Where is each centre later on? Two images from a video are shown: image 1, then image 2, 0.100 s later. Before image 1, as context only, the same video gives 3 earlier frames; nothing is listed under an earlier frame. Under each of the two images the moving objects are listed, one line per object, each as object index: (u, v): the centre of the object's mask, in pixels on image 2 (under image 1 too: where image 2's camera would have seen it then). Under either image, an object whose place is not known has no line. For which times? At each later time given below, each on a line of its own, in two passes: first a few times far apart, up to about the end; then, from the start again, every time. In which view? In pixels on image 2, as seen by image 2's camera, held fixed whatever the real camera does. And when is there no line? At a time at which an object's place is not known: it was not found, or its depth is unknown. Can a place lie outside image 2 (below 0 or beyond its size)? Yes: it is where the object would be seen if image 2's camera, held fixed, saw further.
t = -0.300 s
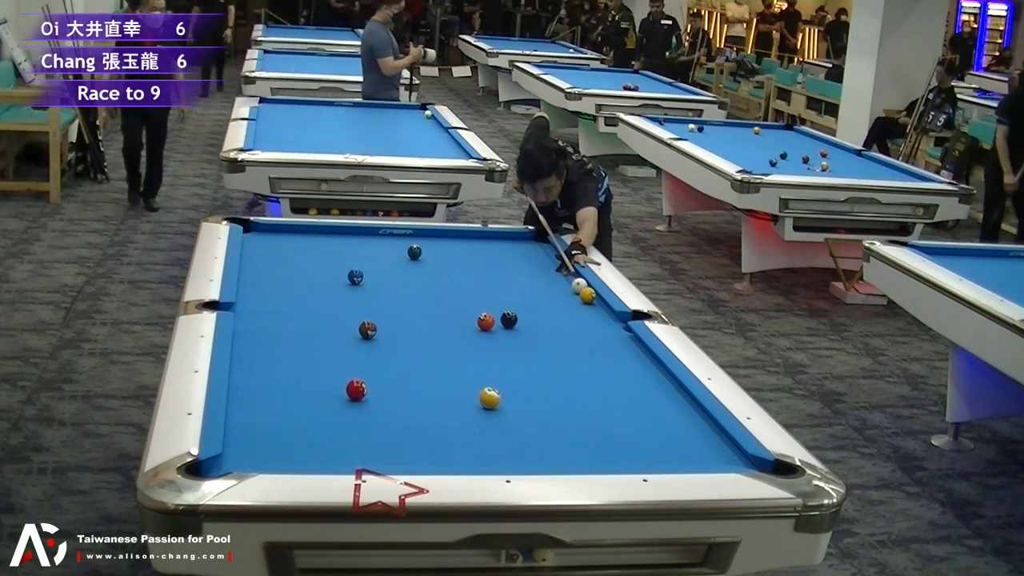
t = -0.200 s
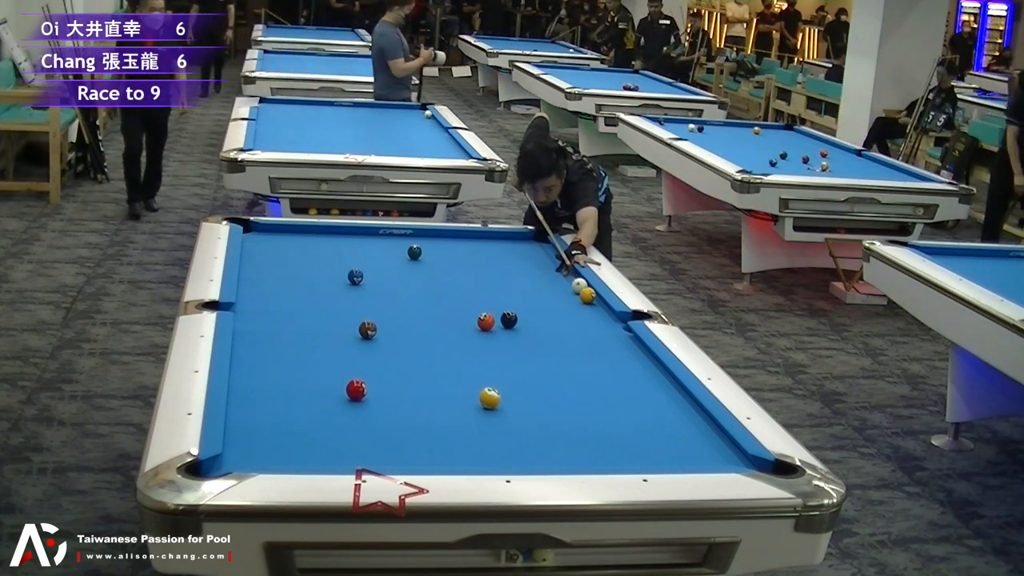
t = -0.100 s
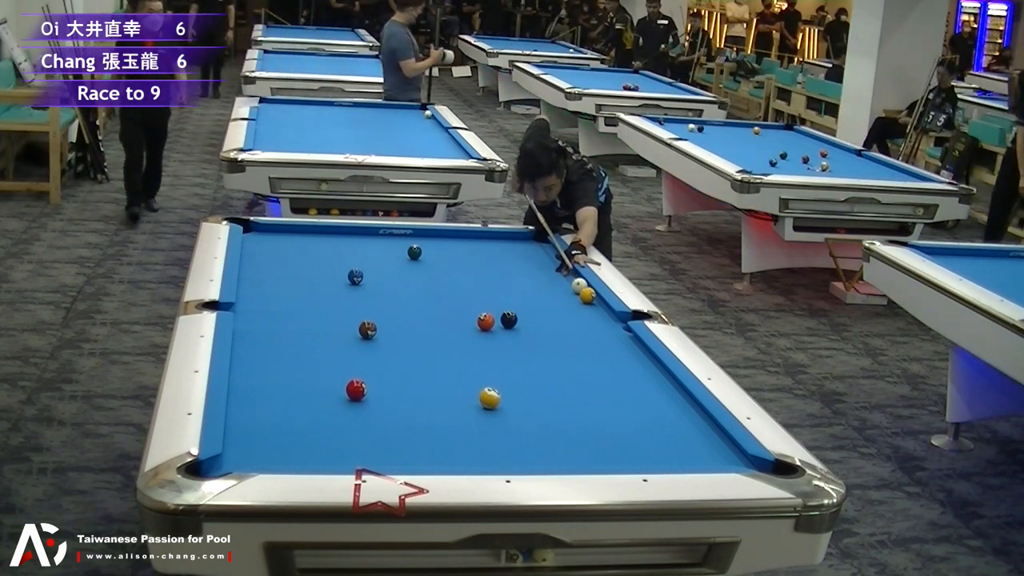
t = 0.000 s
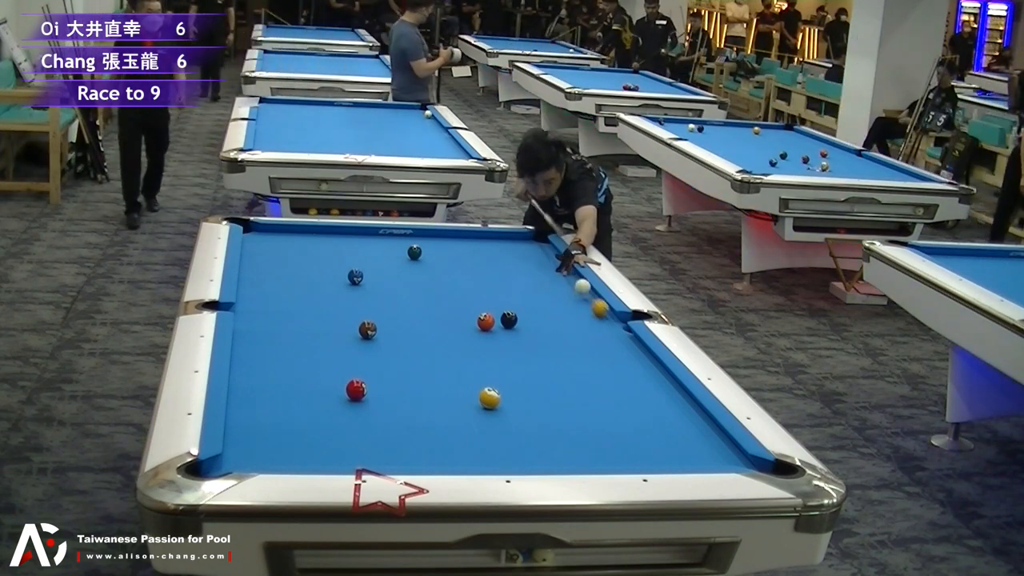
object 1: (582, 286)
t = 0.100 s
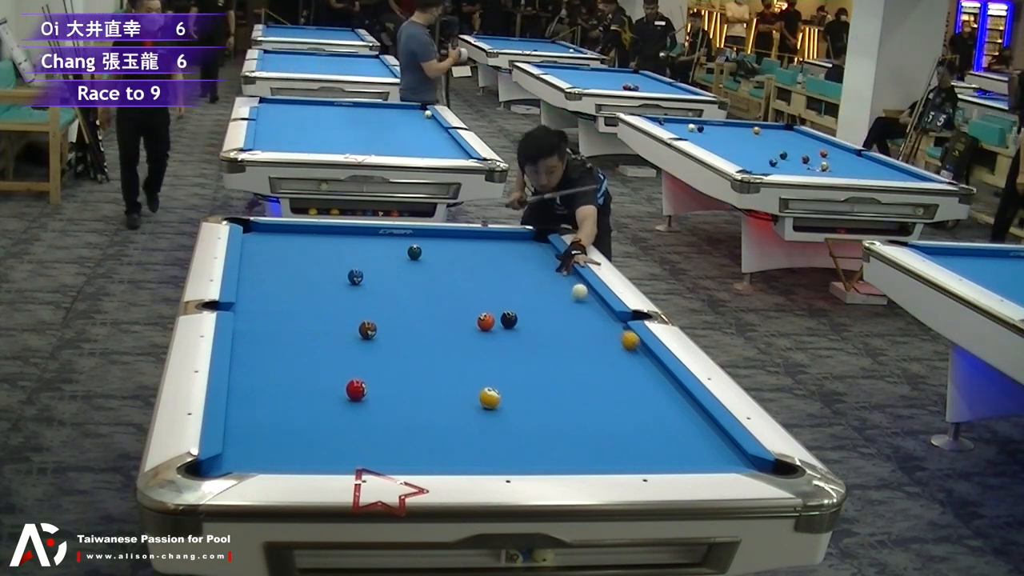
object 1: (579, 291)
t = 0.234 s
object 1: (577, 297)
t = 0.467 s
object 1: (579, 310)
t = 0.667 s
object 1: (586, 329)
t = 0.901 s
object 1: (597, 353)
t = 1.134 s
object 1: (608, 381)
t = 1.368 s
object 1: (621, 411)
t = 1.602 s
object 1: (635, 446)
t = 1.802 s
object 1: (636, 457)
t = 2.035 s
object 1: (614, 441)
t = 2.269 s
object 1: (594, 424)
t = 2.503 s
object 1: (576, 408)
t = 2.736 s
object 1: (560, 394)
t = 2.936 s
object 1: (547, 383)
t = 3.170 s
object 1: (533, 372)
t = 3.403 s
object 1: (521, 361)
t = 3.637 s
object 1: (509, 352)
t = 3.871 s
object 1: (499, 343)
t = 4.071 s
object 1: (492, 336)
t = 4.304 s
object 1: (482, 329)
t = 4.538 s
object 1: (472, 324)
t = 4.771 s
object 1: (462, 320)
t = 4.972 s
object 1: (453, 318)
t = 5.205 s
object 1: (444, 316)
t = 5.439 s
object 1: (437, 314)
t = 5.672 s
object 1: (430, 312)
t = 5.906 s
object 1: (425, 310)
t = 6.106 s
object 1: (421, 309)
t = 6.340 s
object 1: (418, 308)
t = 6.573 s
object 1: (415, 308)
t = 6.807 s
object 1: (414, 308)
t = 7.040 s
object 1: (413, 307)
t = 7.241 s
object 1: (413, 307)
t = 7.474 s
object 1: (413, 307)
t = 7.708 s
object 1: (413, 307)
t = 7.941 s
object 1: (413, 307)
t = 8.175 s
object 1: (413, 307)
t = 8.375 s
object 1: (413, 307)
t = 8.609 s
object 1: (413, 307)
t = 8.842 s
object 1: (413, 307)
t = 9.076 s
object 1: (413, 307)
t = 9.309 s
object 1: (413, 307)
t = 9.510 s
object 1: (413, 307)
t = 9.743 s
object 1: (413, 307)
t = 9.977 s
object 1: (413, 307)
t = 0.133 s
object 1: (579, 293)
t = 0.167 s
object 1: (578, 294)
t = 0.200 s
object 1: (577, 295)
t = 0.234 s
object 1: (577, 297)
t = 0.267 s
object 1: (577, 298)
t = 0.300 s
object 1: (577, 300)
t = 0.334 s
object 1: (577, 301)
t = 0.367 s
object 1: (577, 303)
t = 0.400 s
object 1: (578, 305)
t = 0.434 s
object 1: (578, 308)
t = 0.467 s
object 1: (579, 310)
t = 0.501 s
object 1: (580, 313)
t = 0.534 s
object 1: (581, 316)
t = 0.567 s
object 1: (582, 319)
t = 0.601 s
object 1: (584, 322)
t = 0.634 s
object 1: (585, 325)
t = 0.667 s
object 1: (586, 329)
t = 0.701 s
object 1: (588, 332)
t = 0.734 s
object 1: (589, 335)
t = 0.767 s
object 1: (591, 339)
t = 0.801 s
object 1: (592, 342)
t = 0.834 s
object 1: (593, 346)
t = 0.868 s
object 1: (595, 349)
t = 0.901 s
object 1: (597, 353)
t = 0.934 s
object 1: (598, 357)
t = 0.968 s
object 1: (600, 361)
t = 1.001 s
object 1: (601, 365)
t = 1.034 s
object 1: (603, 369)
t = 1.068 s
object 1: (605, 372)
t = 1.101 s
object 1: (607, 377)
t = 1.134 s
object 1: (608, 381)
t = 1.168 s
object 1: (610, 385)
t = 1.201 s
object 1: (611, 389)
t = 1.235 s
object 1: (614, 393)
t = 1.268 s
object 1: (615, 398)
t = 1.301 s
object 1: (617, 402)
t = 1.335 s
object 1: (619, 407)
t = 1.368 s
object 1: (621, 411)
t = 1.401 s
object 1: (623, 416)
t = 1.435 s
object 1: (625, 421)
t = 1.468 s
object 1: (627, 426)
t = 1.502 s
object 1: (628, 430)
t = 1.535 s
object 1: (631, 435)
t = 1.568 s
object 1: (633, 440)
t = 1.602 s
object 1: (635, 446)
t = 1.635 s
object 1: (637, 451)
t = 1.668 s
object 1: (639, 455)
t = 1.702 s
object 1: (641, 458)
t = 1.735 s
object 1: (643, 461)
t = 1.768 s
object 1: (640, 459)
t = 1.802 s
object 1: (636, 457)
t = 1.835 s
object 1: (633, 455)
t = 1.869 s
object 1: (629, 454)
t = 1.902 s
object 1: (626, 451)
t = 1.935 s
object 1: (623, 449)
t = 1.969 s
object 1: (620, 446)
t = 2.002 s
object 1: (617, 443)
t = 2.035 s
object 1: (614, 441)
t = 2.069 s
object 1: (611, 438)
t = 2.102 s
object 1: (608, 435)
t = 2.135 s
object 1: (605, 433)
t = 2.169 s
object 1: (602, 431)
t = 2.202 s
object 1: (599, 428)
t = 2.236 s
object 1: (597, 426)
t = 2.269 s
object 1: (594, 424)
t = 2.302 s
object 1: (591, 421)
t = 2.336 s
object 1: (589, 419)
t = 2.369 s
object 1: (586, 417)
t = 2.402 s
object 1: (583, 414)
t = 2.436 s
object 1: (581, 412)
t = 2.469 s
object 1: (578, 410)
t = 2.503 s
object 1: (576, 408)
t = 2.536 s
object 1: (573, 406)
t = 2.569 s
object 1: (571, 404)
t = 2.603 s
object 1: (568, 402)
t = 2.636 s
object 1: (566, 400)
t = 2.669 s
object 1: (564, 398)
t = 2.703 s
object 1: (562, 396)
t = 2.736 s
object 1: (560, 394)
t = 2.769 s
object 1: (557, 392)
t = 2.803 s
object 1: (555, 390)
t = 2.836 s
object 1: (553, 388)
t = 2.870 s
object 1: (551, 387)
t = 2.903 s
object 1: (549, 385)
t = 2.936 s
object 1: (547, 383)
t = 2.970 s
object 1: (545, 382)
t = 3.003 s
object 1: (543, 380)
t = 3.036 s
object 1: (541, 378)
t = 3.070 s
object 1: (539, 376)
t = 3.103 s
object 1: (537, 375)
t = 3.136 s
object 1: (535, 373)
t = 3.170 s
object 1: (533, 372)
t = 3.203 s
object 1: (531, 370)
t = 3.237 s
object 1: (529, 369)
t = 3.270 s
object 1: (527, 367)
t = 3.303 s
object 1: (526, 366)
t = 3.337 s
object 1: (524, 364)
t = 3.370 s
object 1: (522, 363)
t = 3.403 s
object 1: (521, 361)
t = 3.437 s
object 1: (519, 360)
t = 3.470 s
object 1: (518, 358)
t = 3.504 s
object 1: (516, 357)
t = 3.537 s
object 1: (514, 356)
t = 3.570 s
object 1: (513, 354)
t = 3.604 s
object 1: (511, 353)
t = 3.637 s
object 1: (509, 352)
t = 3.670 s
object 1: (508, 351)
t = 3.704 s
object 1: (506, 349)
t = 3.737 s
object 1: (505, 348)
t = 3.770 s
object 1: (503, 347)
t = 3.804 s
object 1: (502, 346)
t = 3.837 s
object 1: (501, 344)
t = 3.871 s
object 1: (499, 343)
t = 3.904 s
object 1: (498, 342)
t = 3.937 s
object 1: (497, 340)
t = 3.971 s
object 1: (495, 339)
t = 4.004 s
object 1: (494, 338)
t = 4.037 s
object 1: (493, 337)
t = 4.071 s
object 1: (492, 336)
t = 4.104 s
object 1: (490, 335)
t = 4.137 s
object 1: (489, 334)
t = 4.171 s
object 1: (487, 333)
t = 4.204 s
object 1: (486, 332)
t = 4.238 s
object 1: (485, 331)
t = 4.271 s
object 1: (484, 330)
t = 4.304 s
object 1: (482, 329)
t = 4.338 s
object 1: (481, 328)
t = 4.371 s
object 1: (480, 326)
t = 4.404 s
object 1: (479, 326)
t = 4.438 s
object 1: (477, 325)
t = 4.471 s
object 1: (475, 325)
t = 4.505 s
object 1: (474, 324)
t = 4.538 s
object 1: (472, 324)
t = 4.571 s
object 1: (470, 323)
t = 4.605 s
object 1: (469, 323)
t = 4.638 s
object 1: (467, 322)
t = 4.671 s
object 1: (466, 322)
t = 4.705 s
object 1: (464, 322)
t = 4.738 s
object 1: (463, 321)
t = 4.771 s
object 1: (462, 320)
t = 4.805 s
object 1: (460, 320)
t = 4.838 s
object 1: (459, 320)
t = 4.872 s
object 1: (457, 319)
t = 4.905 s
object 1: (456, 319)
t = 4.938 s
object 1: (454, 319)
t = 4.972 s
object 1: (453, 318)
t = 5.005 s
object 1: (452, 318)
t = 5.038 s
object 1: (450, 318)
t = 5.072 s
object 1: (449, 317)
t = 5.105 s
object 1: (448, 317)
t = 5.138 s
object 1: (446, 317)
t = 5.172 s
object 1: (445, 316)
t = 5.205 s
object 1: (444, 316)
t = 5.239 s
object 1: (443, 316)
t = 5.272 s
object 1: (442, 315)
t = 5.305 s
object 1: (441, 315)
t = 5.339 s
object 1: (440, 315)
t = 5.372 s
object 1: (439, 314)
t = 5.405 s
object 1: (438, 314)
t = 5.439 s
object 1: (437, 314)
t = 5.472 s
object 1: (436, 314)
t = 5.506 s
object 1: (434, 313)
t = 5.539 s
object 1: (434, 313)
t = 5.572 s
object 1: (433, 313)
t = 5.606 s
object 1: (432, 313)
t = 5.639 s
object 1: (431, 312)
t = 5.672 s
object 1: (430, 312)
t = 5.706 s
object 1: (429, 312)
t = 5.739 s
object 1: (429, 311)
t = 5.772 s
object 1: (428, 311)
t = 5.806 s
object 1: (427, 311)
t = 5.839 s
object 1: (426, 311)
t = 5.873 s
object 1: (426, 311)
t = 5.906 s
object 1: (425, 310)
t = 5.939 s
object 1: (424, 310)
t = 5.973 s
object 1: (424, 310)
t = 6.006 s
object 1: (423, 310)
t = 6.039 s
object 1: (422, 309)
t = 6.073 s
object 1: (422, 309)
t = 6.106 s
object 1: (421, 309)
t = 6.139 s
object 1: (421, 309)
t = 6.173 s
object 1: (420, 309)
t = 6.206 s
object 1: (420, 309)
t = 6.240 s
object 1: (419, 309)
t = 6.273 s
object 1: (419, 309)
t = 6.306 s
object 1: (418, 308)
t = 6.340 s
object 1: (418, 308)
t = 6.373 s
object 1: (418, 308)
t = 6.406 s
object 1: (417, 308)
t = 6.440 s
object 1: (417, 308)
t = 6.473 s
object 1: (416, 308)
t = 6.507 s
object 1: (416, 308)
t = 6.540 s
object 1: (416, 308)
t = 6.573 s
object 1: (415, 308)
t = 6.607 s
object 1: (415, 308)
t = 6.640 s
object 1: (415, 308)
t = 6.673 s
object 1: (414, 308)
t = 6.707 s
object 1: (414, 308)
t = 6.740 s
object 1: (414, 308)
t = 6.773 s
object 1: (414, 308)
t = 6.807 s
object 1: (414, 308)
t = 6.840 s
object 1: (414, 307)
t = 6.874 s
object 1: (414, 307)
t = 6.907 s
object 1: (414, 307)
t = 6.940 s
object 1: (414, 307)
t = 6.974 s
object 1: (413, 307)
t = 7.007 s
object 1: (413, 307)
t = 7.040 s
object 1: (413, 307)
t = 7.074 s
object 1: (413, 307)
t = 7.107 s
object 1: (413, 307)
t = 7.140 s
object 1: (413, 307)
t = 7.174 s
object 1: (413, 307)
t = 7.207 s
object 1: (413, 307)
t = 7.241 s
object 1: (413, 307)
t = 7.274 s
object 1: (413, 307)
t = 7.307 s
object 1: (413, 307)
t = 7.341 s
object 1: (413, 307)
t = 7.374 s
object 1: (413, 307)
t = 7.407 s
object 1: (413, 307)
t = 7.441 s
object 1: (413, 307)
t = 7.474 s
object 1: (413, 307)
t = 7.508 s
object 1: (413, 307)
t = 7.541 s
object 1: (413, 307)
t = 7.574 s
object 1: (413, 307)
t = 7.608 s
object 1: (413, 307)
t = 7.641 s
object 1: (413, 307)
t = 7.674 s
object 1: (413, 307)
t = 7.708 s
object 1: (413, 307)
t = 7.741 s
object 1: (413, 307)
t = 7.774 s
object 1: (413, 307)
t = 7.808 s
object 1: (413, 307)
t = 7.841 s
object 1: (413, 307)
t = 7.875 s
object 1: (413, 307)
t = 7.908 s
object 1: (413, 307)
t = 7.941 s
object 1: (413, 307)
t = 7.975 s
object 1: (413, 307)
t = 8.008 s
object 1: (413, 307)
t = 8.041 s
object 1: (413, 307)
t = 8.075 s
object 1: (413, 307)
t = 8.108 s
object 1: (413, 307)
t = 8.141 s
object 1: (413, 307)
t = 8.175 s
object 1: (413, 307)
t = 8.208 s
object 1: (413, 307)
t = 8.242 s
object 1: (413, 307)
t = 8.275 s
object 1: (413, 307)
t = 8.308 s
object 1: (413, 307)
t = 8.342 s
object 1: (413, 307)
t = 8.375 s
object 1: (413, 307)
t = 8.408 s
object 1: (413, 307)
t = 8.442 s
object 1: (413, 307)
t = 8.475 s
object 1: (413, 307)
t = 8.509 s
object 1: (413, 307)
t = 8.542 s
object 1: (413, 307)
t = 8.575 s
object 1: (413, 307)
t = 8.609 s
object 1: (413, 307)
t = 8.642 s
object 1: (413, 307)
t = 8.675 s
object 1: (413, 307)
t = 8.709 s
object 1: (413, 307)
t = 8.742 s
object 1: (413, 307)
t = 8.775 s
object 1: (413, 307)
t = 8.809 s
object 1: (413, 307)
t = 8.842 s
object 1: (413, 307)
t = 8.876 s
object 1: (413, 307)
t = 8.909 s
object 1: (413, 307)
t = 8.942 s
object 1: (413, 307)
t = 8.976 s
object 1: (413, 307)
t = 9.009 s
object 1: (413, 307)
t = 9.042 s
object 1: (413, 307)
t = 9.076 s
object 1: (413, 307)
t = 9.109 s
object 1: (413, 307)
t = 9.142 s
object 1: (413, 307)
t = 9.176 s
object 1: (413, 307)
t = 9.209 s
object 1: (413, 307)
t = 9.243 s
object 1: (413, 307)
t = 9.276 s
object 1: (413, 307)
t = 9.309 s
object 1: (413, 307)
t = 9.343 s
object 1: (413, 307)
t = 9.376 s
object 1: (413, 307)
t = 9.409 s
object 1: (413, 307)
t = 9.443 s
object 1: (413, 307)
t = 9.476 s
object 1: (413, 307)
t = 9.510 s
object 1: (413, 307)
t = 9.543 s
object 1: (413, 307)
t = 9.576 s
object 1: (413, 307)
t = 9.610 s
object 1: (413, 307)
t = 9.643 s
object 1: (413, 307)
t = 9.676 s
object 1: (413, 307)
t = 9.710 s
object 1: (413, 307)
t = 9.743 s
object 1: (413, 307)
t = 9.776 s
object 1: (413, 307)
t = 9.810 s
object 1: (413, 307)
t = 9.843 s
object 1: (413, 307)
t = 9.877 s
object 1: (413, 307)
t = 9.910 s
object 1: (413, 307)
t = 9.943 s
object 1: (413, 307)
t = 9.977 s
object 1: (413, 307)
